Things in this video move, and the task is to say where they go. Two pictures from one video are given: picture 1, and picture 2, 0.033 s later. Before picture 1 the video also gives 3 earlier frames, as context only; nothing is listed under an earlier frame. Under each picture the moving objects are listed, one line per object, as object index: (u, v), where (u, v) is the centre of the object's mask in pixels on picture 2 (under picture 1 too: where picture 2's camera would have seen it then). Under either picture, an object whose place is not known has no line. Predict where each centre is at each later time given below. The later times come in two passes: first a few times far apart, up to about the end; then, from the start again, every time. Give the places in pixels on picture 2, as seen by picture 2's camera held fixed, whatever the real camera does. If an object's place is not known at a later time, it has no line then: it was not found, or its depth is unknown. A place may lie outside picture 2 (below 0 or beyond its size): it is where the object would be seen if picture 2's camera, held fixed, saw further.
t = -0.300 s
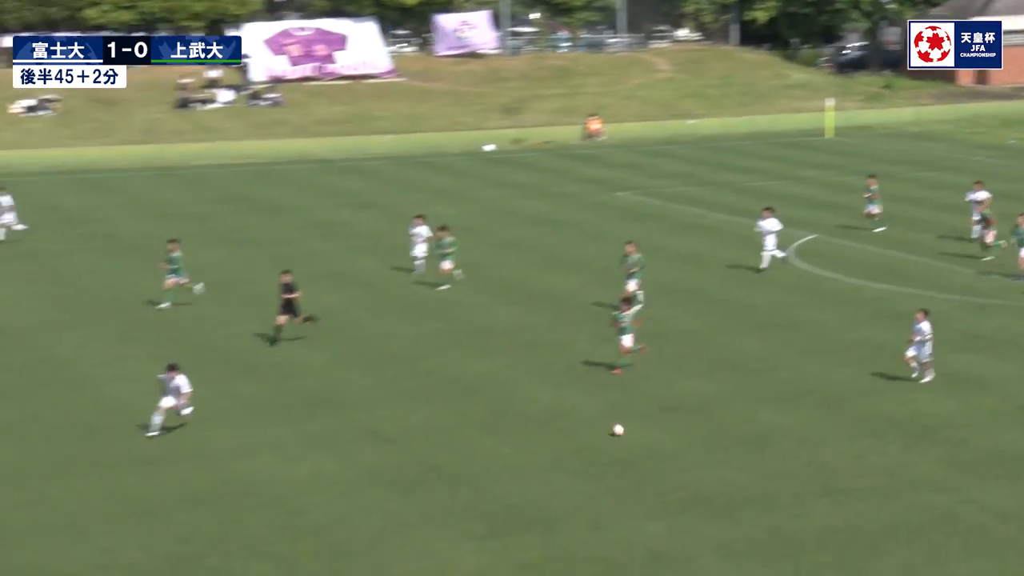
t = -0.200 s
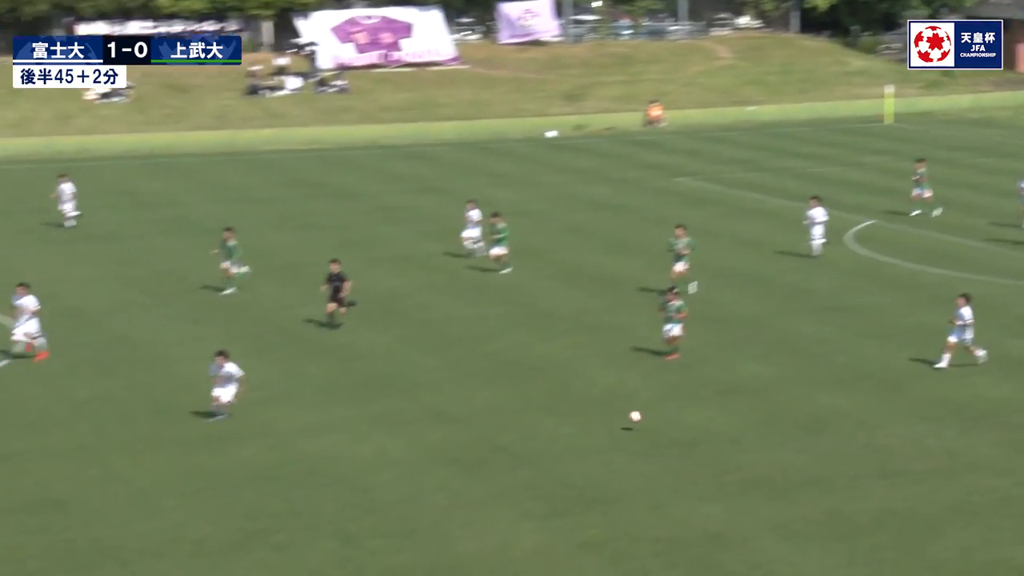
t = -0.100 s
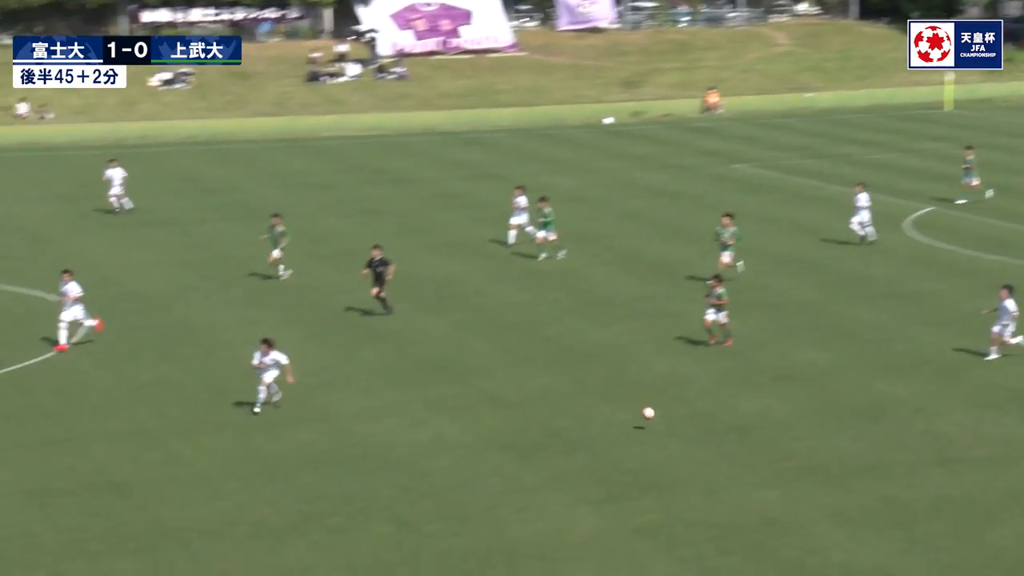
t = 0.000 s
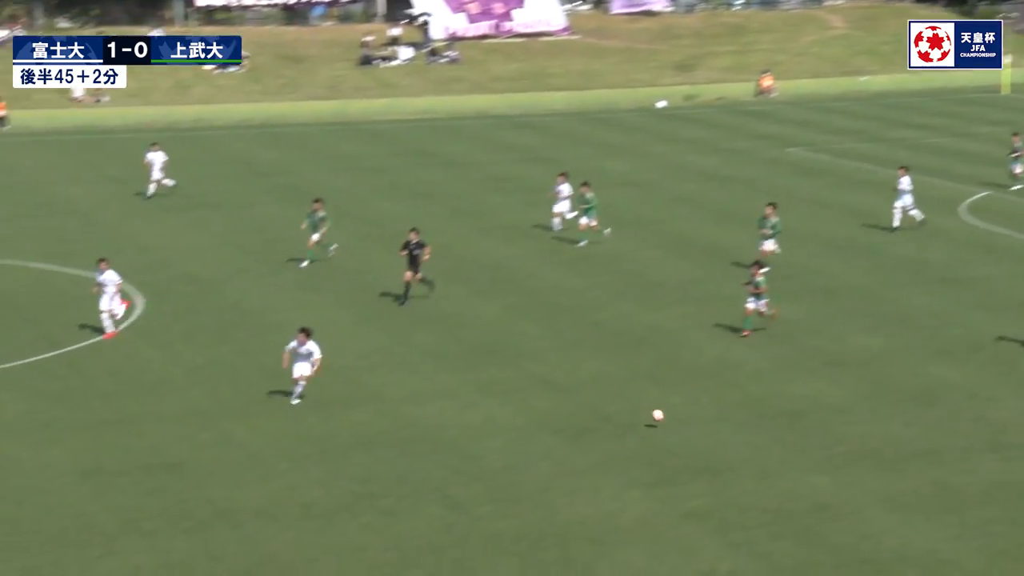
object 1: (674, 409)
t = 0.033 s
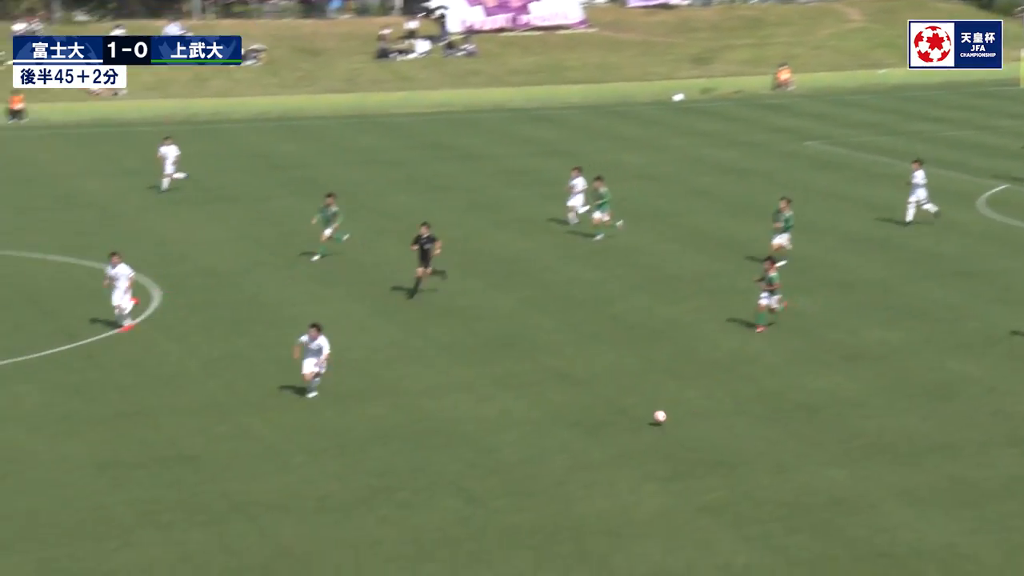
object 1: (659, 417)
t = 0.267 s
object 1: (567, 443)
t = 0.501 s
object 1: (475, 476)
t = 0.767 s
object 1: (366, 521)
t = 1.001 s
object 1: (264, 552)
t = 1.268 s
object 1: (140, 601)
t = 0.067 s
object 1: (645, 425)
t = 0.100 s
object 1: (632, 428)
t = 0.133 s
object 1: (619, 429)
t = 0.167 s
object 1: (606, 431)
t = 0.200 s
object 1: (593, 434)
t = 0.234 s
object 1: (580, 438)
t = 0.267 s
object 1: (567, 443)
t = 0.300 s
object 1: (553, 448)
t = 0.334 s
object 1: (541, 455)
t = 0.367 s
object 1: (528, 463)
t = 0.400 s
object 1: (515, 471)
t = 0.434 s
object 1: (501, 473)
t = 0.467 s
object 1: (488, 473)
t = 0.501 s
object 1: (475, 476)
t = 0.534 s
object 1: (462, 478)
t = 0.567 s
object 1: (448, 482)
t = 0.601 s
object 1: (434, 485)
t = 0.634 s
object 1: (421, 491)
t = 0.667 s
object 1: (407, 497)
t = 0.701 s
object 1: (393, 505)
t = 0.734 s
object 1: (380, 512)
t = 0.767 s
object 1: (366, 521)
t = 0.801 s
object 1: (351, 525)
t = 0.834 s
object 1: (337, 528)
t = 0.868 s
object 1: (323, 531)
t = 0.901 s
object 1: (309, 533)
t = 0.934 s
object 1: (294, 538)
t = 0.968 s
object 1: (279, 544)
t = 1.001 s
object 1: (264, 552)
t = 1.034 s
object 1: (249, 560)
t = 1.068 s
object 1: (234, 567)
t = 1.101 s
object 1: (219, 574)
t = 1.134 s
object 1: (203, 579)
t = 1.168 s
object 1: (188, 583)
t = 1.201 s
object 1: (172, 588)
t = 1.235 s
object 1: (157, 594)
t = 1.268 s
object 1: (140, 601)
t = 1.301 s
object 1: (125, 608)
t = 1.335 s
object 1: (108, 616)
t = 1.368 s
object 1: (92, 621)
